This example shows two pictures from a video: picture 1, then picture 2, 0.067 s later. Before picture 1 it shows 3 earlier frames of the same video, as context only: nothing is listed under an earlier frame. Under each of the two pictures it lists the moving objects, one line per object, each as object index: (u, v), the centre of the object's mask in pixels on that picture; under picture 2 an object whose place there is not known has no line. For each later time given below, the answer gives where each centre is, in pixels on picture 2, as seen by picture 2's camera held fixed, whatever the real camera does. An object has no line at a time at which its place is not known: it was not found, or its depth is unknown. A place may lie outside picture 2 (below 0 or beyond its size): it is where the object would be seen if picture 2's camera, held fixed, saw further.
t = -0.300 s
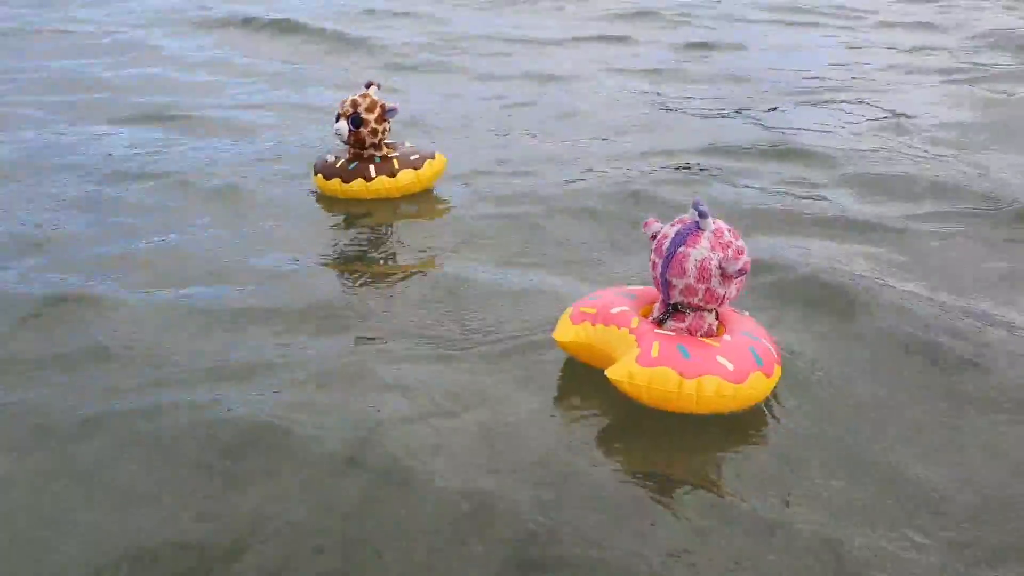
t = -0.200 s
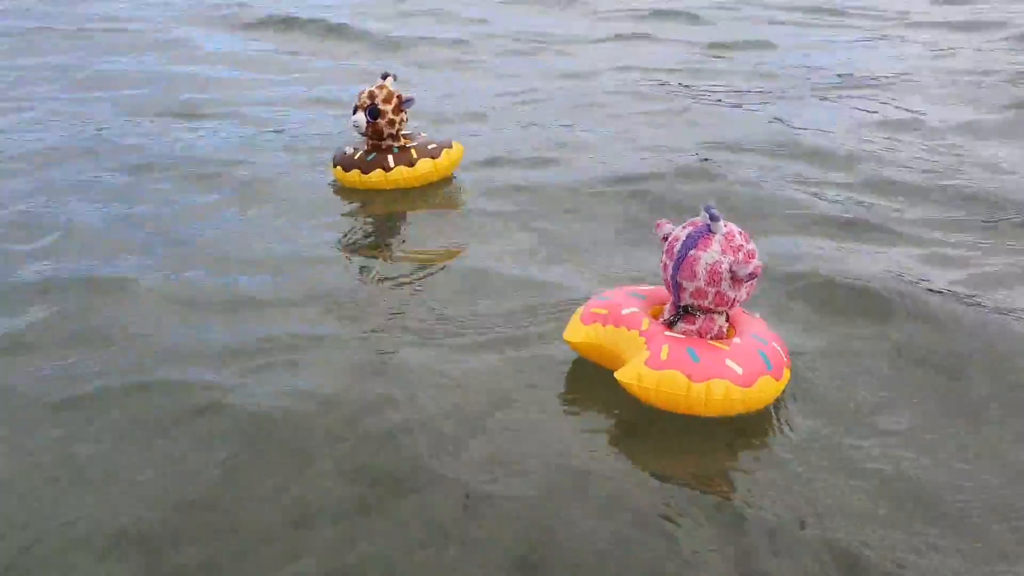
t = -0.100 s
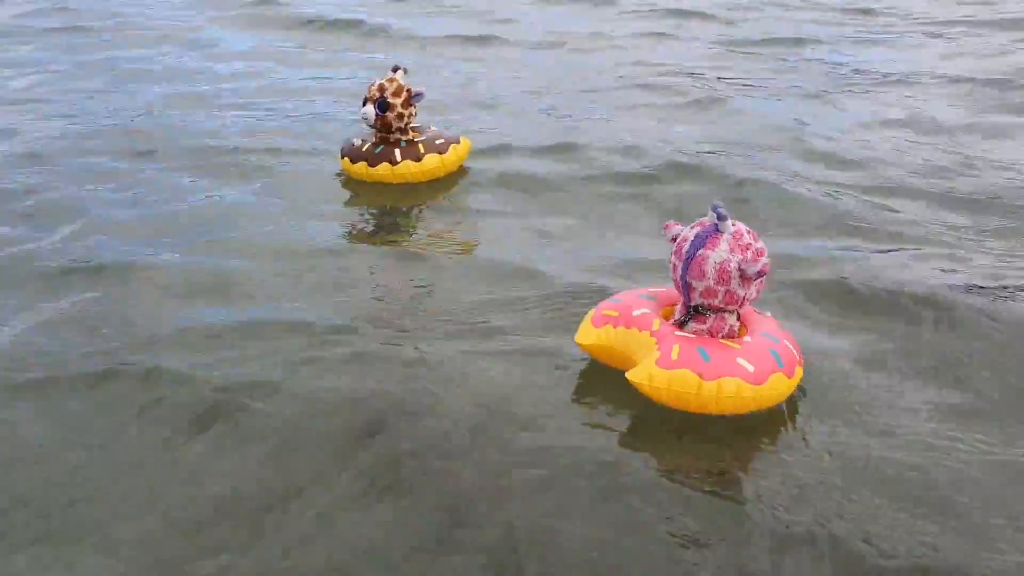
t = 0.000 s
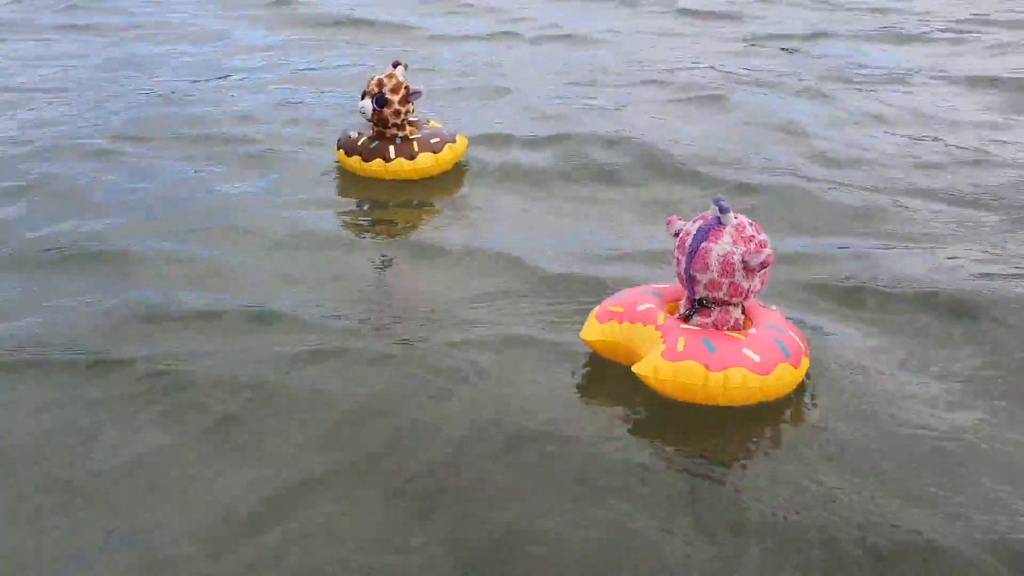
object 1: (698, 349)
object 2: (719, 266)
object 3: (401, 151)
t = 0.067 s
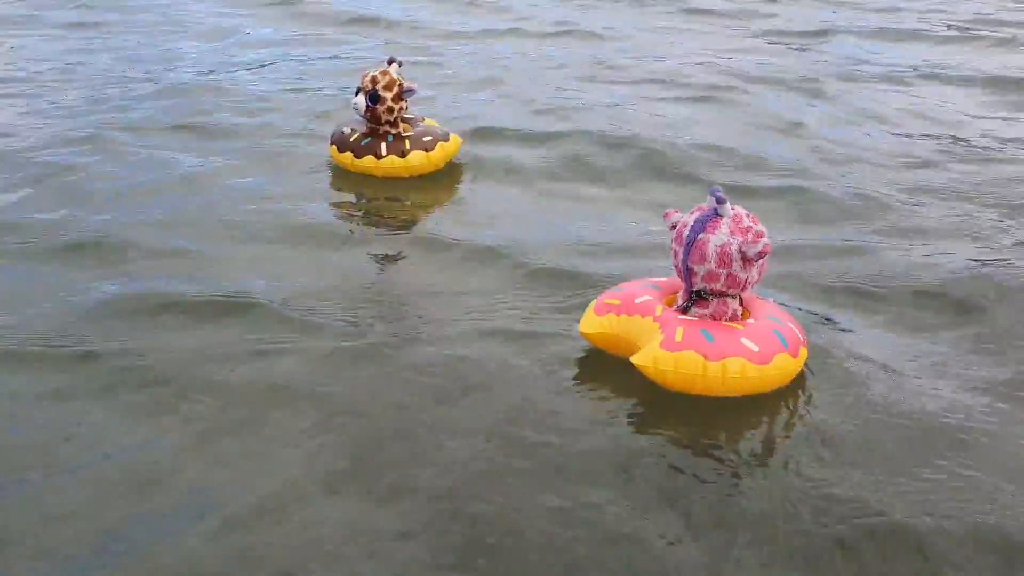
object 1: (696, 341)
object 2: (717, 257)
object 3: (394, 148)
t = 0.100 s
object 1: (696, 341)
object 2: (717, 257)
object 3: (393, 148)
